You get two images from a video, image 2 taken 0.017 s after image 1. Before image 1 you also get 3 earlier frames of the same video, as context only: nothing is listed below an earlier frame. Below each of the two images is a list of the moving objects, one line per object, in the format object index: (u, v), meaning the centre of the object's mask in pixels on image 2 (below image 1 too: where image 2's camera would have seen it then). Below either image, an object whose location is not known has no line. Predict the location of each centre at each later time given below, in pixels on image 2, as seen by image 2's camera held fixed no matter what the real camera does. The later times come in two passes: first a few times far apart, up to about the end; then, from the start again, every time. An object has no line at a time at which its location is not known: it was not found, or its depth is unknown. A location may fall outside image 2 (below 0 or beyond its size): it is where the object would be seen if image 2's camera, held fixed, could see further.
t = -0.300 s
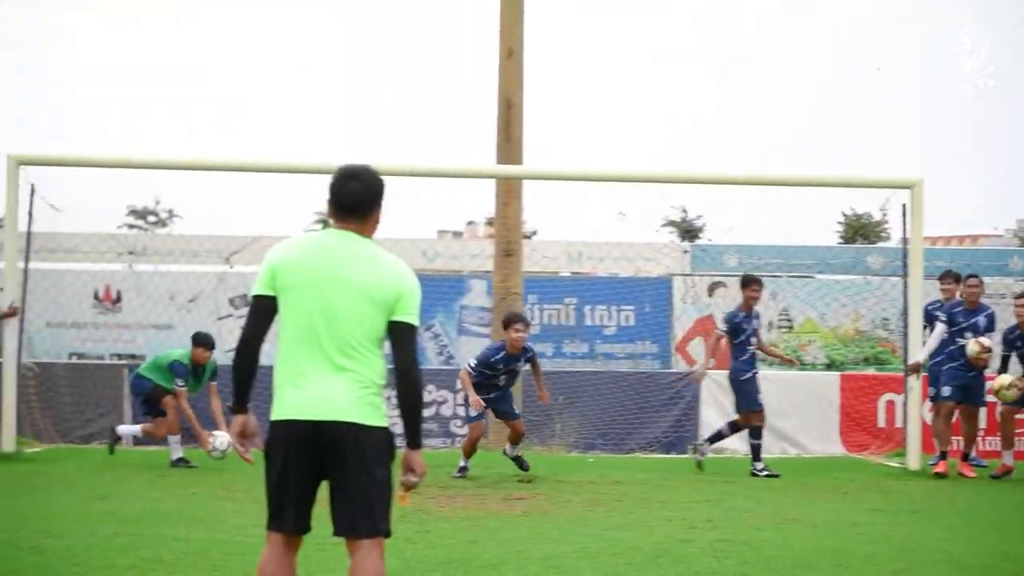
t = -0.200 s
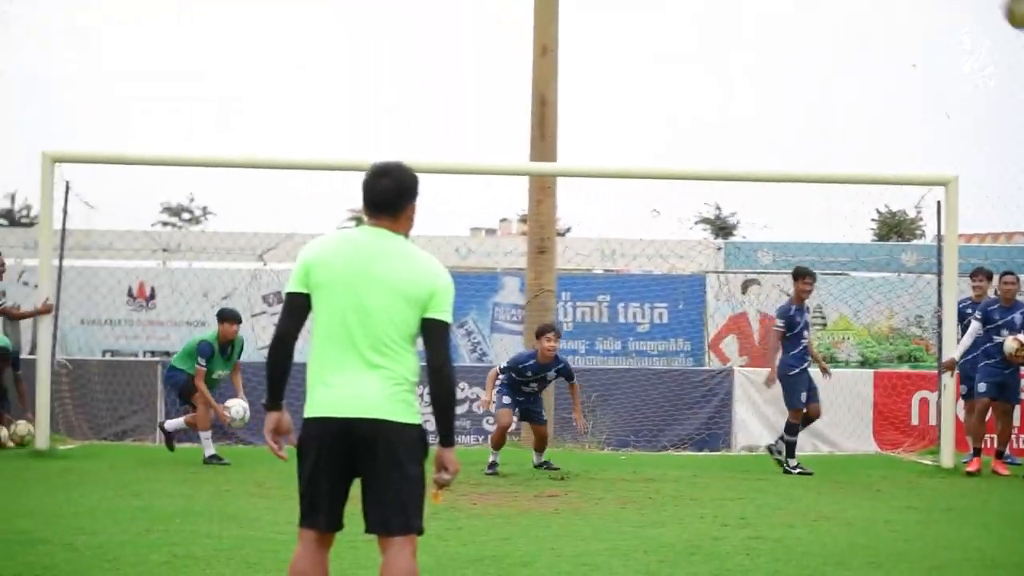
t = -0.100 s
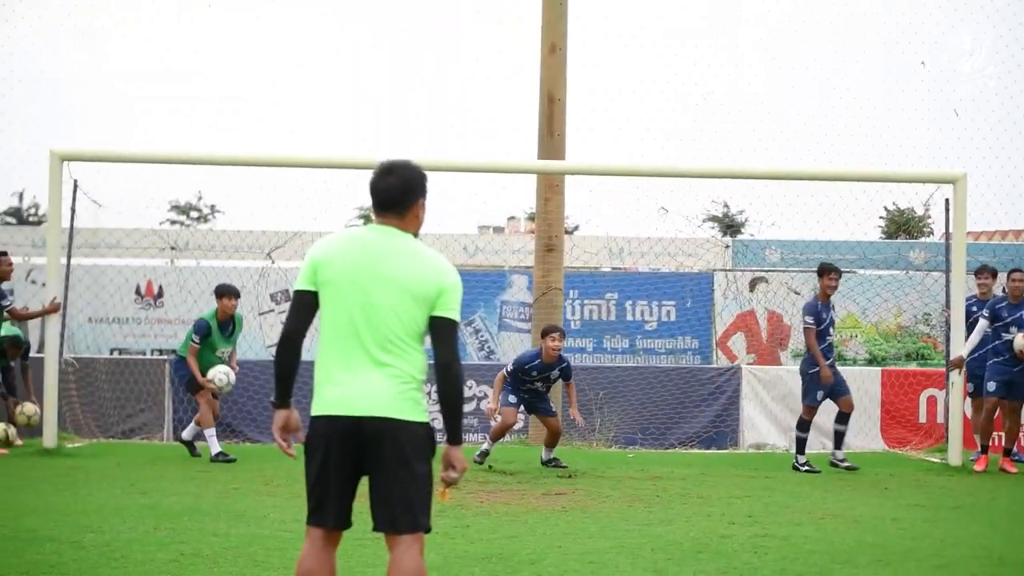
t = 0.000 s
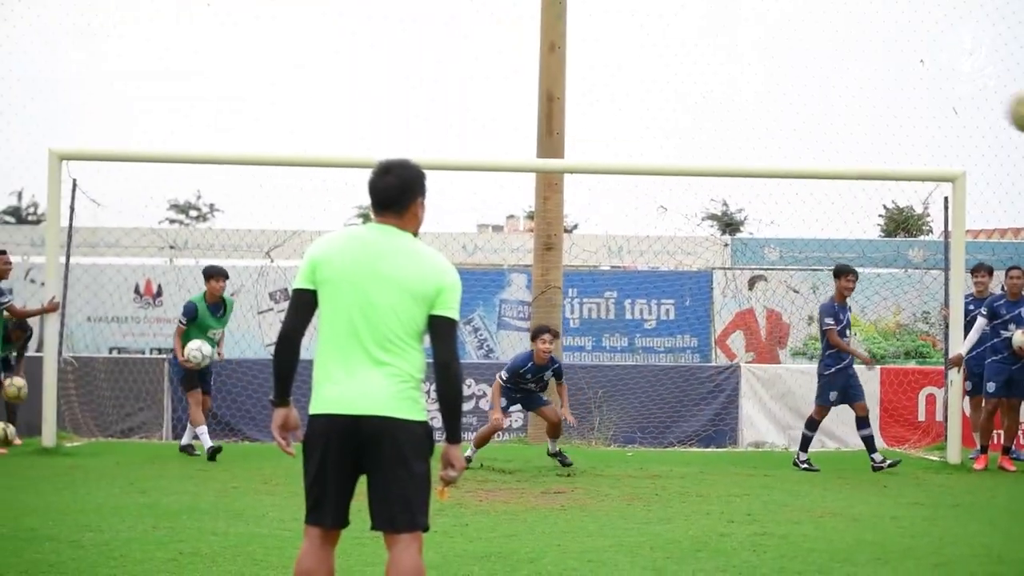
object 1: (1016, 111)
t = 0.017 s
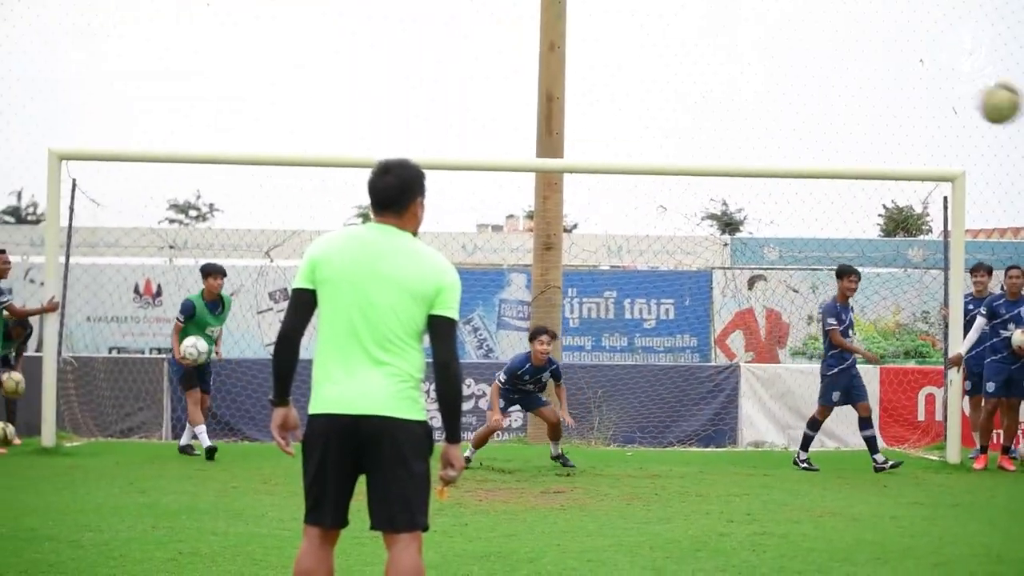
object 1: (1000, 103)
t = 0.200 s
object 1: (730, 64)
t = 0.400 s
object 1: (520, 97)
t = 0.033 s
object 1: (972, 96)
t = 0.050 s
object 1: (943, 89)
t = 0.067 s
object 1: (917, 84)
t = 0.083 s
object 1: (891, 79)
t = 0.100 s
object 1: (866, 75)
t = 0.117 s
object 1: (842, 71)
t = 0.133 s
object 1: (818, 69)
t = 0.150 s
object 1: (795, 66)
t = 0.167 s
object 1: (773, 64)
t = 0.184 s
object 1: (751, 64)
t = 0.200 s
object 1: (730, 64)
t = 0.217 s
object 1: (709, 65)
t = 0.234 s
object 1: (690, 66)
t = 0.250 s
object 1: (671, 67)
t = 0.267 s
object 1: (652, 68)
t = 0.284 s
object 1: (634, 70)
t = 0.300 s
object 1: (615, 72)
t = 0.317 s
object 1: (598, 75)
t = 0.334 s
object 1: (582, 80)
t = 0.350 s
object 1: (563, 82)
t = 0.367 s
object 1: (550, 84)
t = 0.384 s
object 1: (537, 90)
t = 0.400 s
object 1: (520, 97)
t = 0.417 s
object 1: (505, 103)
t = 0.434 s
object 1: (490, 108)
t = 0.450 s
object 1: (476, 113)
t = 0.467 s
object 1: (463, 119)
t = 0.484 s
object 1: (449, 125)
